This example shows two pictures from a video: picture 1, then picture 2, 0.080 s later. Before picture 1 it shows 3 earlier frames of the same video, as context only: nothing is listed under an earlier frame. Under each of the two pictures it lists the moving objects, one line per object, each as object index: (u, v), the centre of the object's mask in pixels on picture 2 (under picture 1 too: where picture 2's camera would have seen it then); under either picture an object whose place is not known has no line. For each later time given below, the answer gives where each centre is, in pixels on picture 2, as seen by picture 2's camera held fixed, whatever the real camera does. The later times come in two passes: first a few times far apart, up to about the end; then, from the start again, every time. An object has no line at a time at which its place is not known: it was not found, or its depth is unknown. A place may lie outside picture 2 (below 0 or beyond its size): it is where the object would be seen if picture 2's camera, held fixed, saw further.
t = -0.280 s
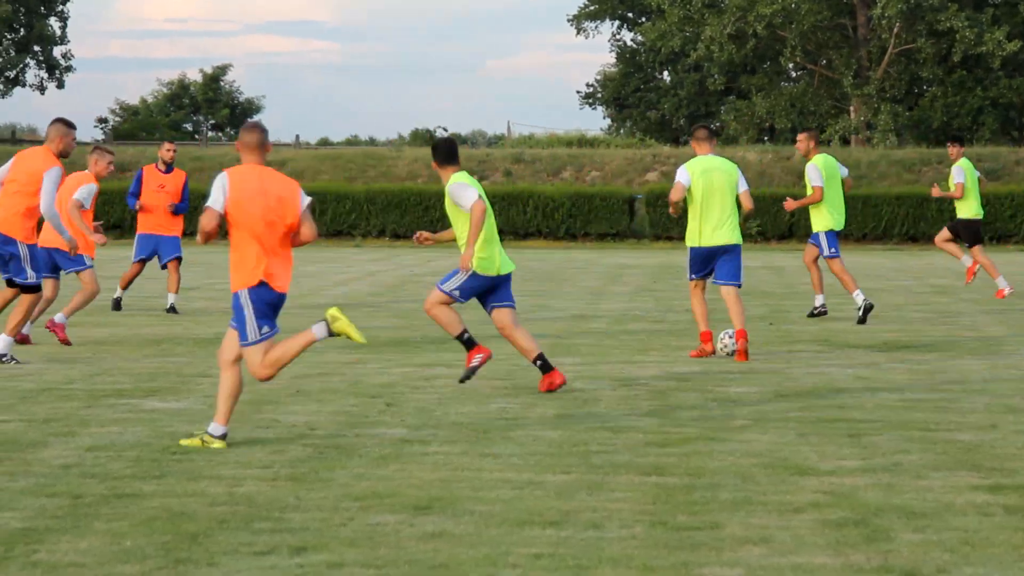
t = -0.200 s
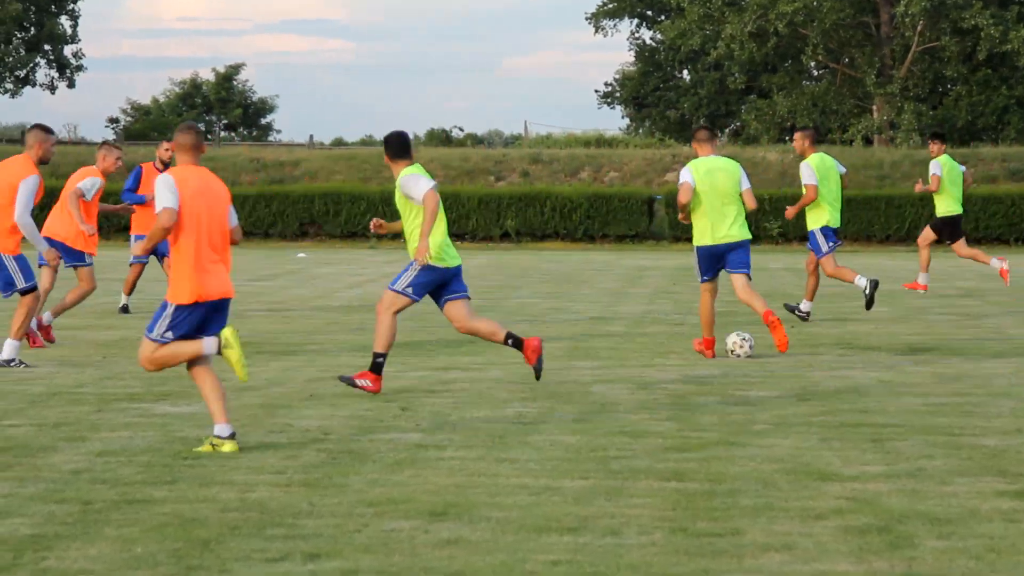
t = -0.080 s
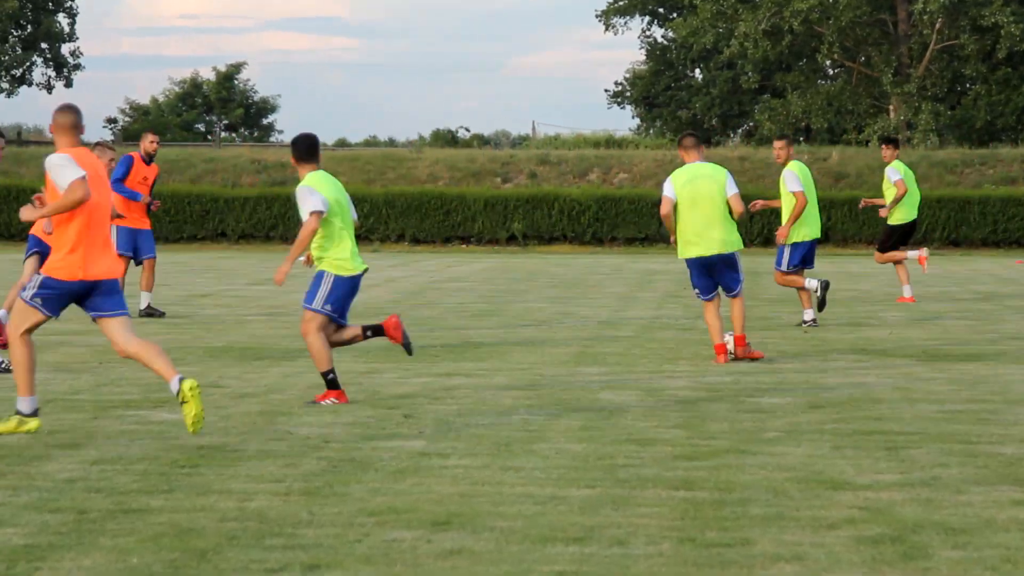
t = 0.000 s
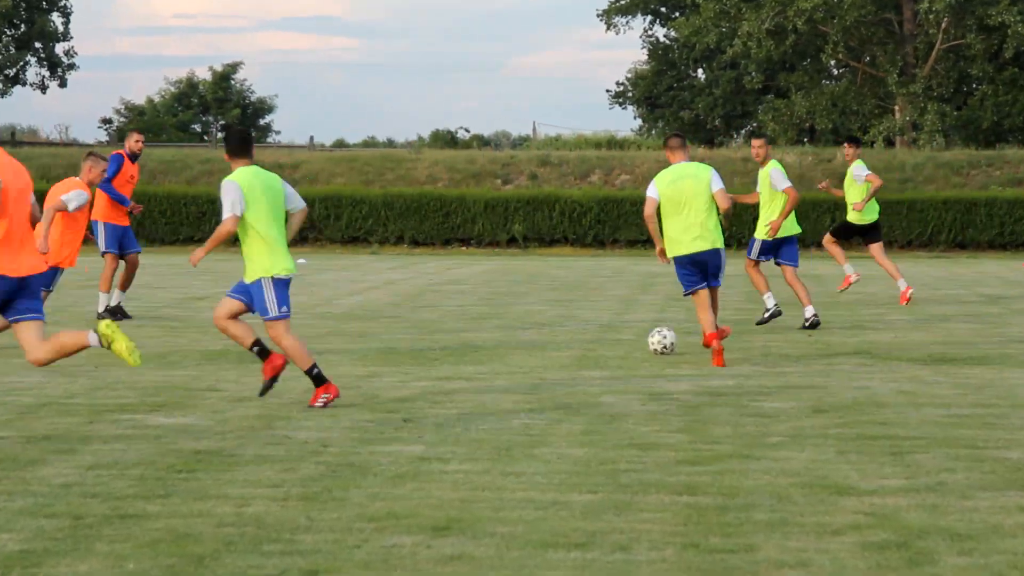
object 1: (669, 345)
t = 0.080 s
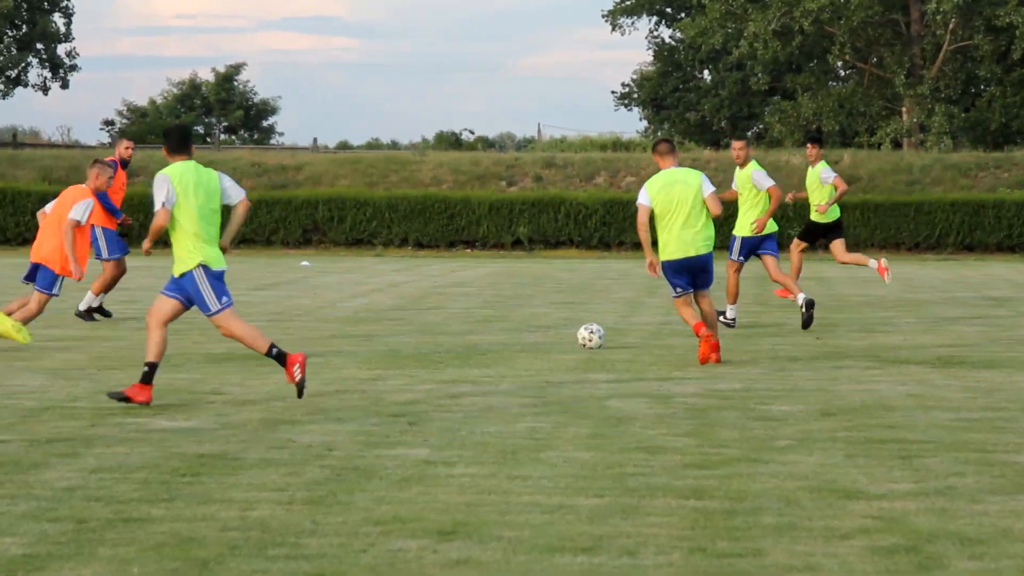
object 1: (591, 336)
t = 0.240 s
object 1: (459, 320)
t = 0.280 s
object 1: (429, 314)
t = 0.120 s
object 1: (556, 332)
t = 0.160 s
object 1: (523, 329)
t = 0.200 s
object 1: (490, 324)
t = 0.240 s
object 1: (459, 320)
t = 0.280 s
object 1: (429, 314)
